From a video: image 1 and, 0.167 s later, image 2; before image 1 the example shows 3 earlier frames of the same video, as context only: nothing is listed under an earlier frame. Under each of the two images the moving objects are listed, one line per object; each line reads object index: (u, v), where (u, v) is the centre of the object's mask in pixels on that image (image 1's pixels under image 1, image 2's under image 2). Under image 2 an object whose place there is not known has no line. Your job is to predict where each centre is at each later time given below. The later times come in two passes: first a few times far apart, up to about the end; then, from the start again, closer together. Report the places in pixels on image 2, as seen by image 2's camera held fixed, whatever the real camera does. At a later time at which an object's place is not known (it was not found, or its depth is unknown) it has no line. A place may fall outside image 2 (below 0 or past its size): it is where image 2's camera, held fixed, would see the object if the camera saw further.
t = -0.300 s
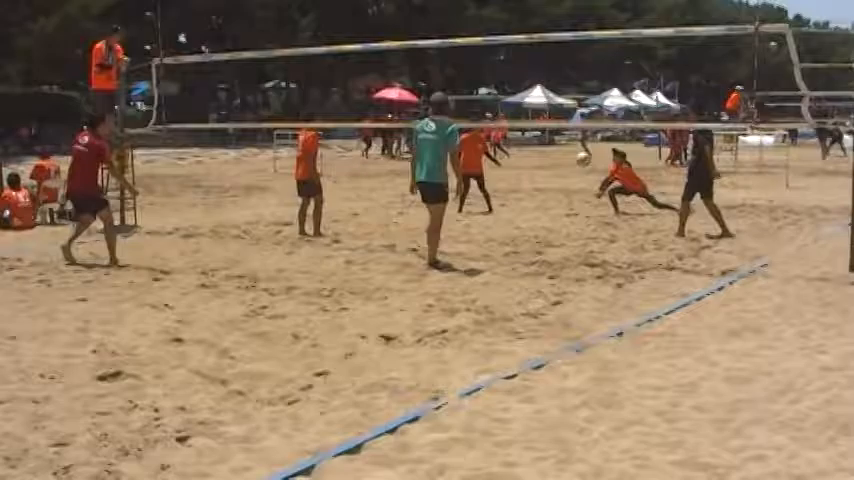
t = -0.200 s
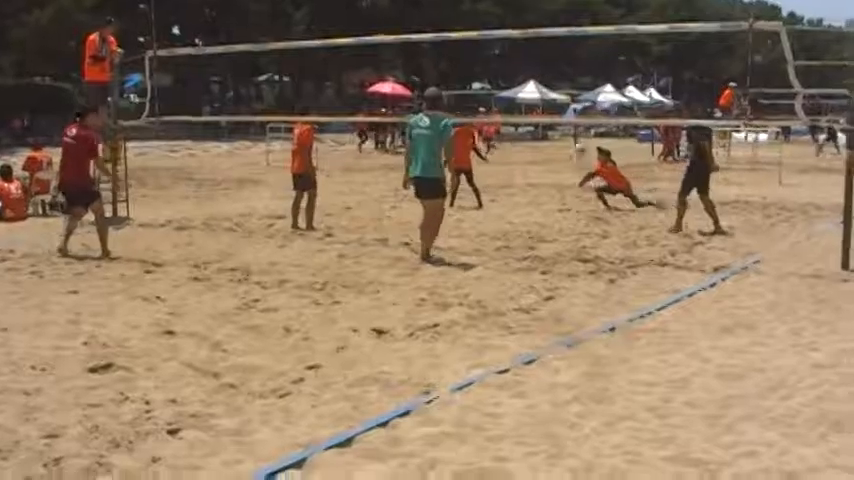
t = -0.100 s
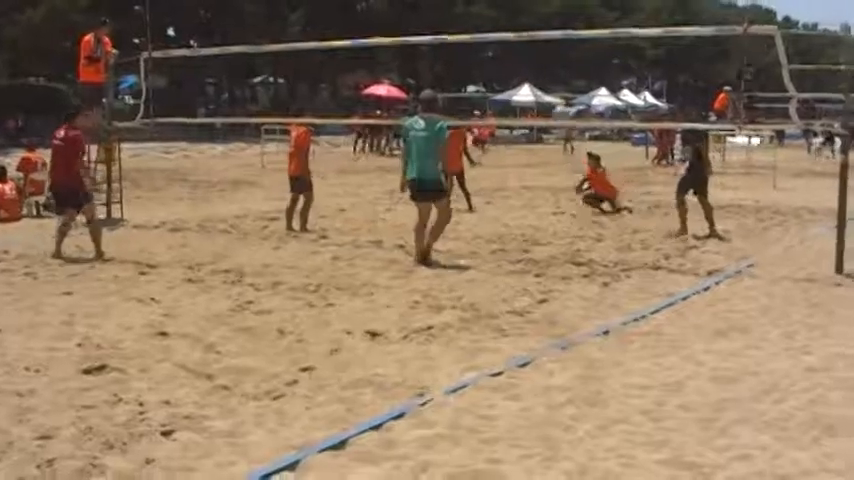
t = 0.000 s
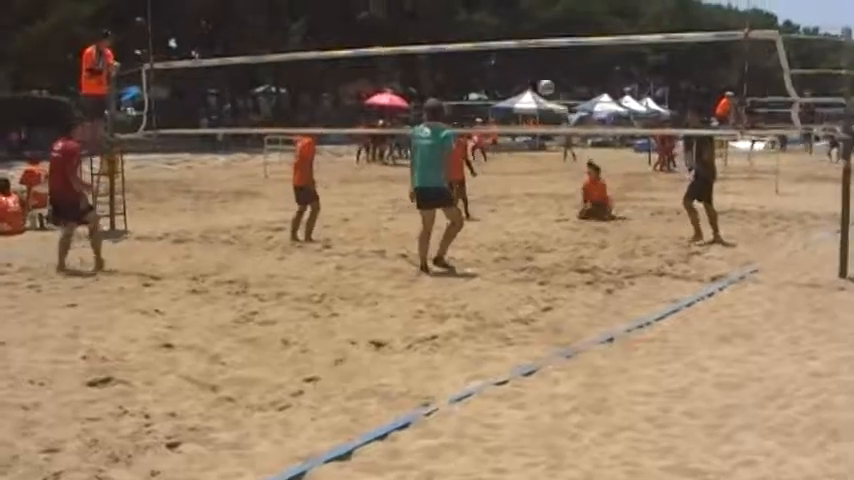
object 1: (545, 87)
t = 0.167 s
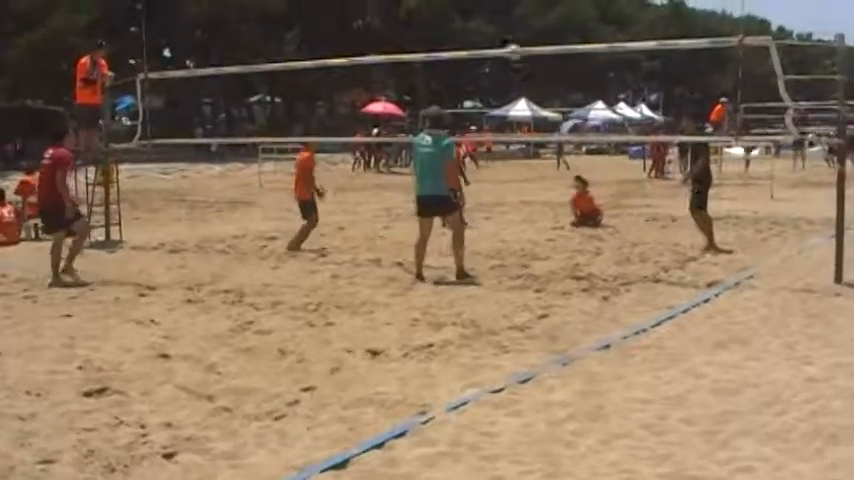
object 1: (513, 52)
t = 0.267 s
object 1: (497, 36)
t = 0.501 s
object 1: (455, 24)
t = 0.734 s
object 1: (411, 48)
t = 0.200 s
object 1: (507, 43)
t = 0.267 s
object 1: (497, 36)
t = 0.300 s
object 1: (491, 32)
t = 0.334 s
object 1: (484, 30)
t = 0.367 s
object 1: (478, 26)
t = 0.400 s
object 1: (472, 24)
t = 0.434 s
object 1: (466, 24)
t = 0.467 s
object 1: (460, 24)
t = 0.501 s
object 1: (455, 24)
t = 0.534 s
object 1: (449, 26)
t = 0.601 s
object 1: (436, 31)
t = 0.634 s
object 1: (431, 35)
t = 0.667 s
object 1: (424, 40)
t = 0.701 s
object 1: (418, 45)
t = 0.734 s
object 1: (411, 48)
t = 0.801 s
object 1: (399, 67)
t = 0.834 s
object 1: (392, 76)
